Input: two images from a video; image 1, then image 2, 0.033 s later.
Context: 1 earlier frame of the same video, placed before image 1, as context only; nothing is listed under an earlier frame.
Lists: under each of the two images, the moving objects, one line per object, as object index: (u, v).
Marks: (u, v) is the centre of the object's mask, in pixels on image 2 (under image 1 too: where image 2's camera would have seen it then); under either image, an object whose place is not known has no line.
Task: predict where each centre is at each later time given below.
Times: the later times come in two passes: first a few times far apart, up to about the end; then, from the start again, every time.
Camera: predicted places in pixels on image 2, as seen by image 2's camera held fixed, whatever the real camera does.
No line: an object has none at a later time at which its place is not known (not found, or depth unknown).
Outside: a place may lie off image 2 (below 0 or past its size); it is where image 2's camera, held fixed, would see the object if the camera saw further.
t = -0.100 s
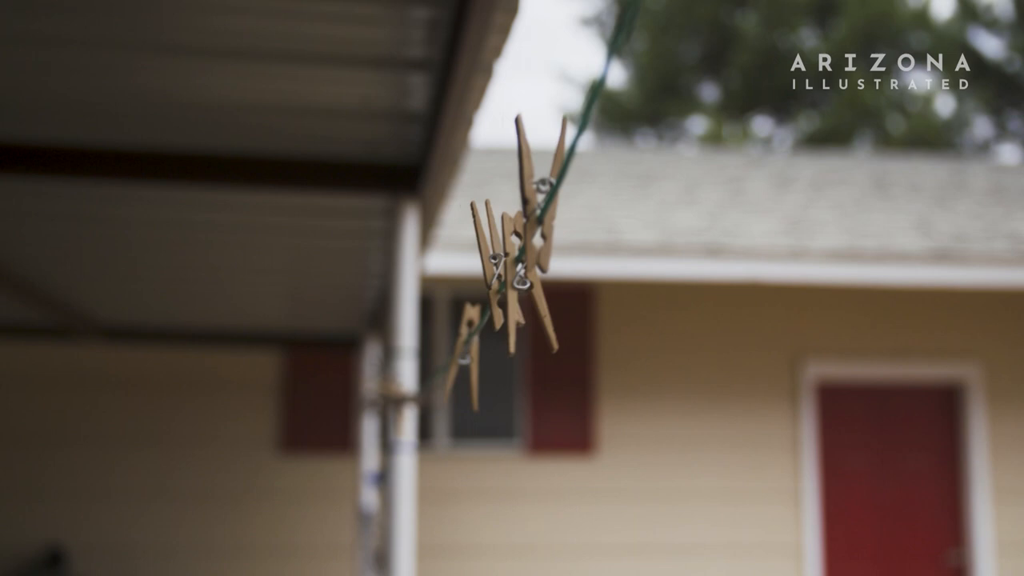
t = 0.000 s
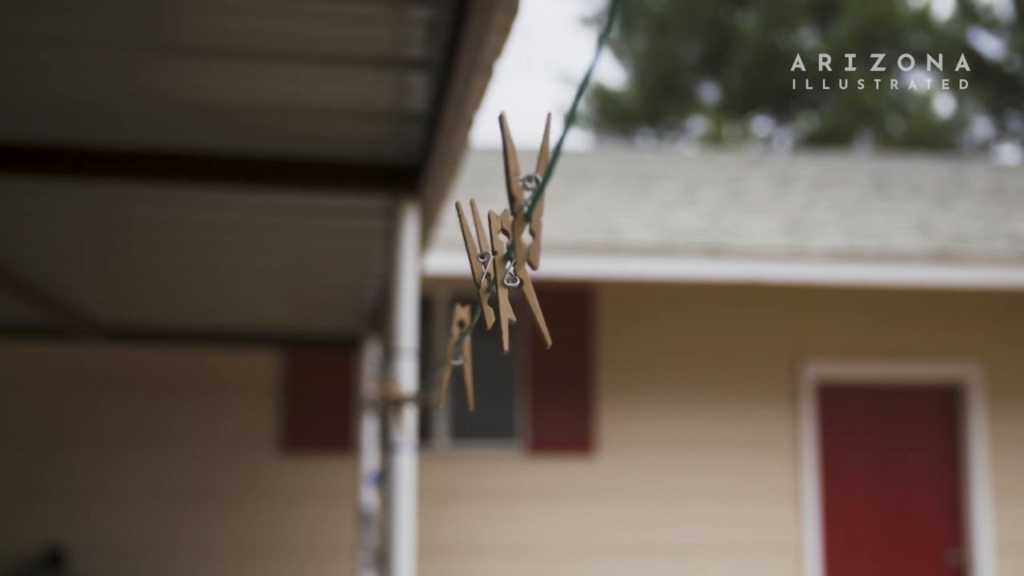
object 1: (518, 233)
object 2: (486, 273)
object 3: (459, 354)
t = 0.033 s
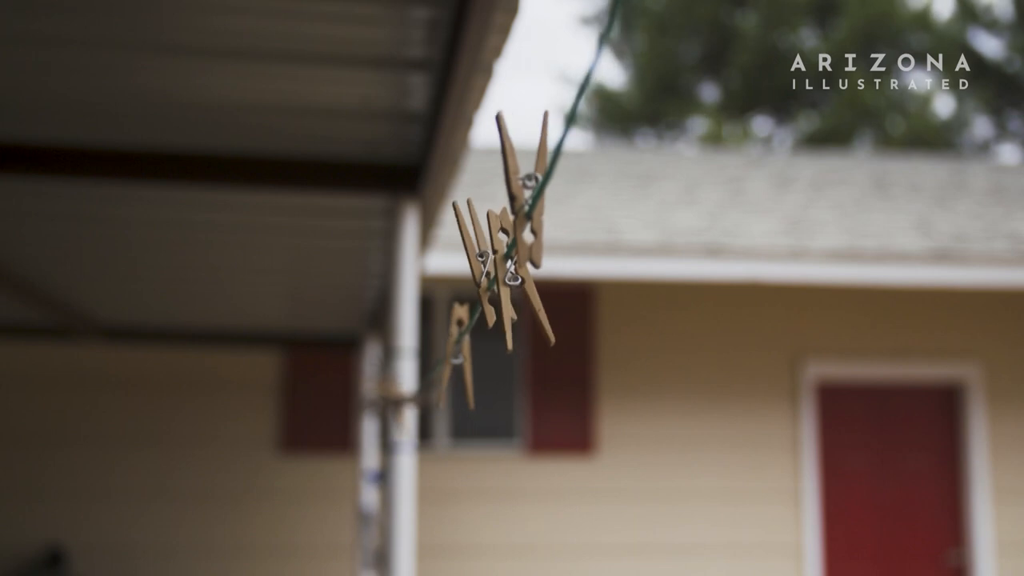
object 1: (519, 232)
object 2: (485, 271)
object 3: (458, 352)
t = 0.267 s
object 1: (535, 233)
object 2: (502, 272)
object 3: (472, 351)
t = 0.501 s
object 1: (527, 226)
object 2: (494, 268)
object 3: (465, 349)
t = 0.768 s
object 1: (528, 233)
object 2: (495, 274)
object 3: (468, 354)
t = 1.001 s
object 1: (530, 231)
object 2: (498, 268)
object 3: (468, 350)
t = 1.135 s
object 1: (517, 232)
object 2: (482, 274)
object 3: (461, 354)
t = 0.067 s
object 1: (520, 231)
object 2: (486, 270)
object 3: (460, 350)
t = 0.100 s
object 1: (522, 230)
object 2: (490, 271)
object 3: (463, 349)
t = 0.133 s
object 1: (526, 229)
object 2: (495, 269)
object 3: (466, 349)
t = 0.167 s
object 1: (531, 228)
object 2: (498, 269)
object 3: (467, 350)
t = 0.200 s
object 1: (534, 228)
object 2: (502, 269)
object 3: (469, 350)
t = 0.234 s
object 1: (535, 230)
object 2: (502, 269)
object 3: (471, 350)
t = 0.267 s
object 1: (535, 233)
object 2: (502, 272)
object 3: (472, 351)
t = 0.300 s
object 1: (534, 234)
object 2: (501, 273)
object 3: (471, 351)
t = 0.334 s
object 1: (533, 233)
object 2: (500, 273)
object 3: (471, 353)
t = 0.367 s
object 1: (531, 233)
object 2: (499, 274)
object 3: (471, 354)
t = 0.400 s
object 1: (531, 231)
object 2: (497, 272)
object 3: (471, 353)
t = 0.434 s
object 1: (530, 229)
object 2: (495, 270)
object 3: (470, 351)
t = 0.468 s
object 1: (528, 228)
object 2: (495, 269)
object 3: (467, 350)
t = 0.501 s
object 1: (527, 226)
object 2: (494, 268)
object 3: (465, 349)
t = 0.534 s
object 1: (526, 226)
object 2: (492, 268)
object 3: (463, 348)
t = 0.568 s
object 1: (524, 228)
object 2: (491, 269)
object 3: (461, 350)
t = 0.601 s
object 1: (522, 230)
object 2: (489, 271)
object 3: (460, 351)
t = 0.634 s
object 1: (520, 232)
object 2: (488, 273)
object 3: (460, 352)
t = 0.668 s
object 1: (520, 234)
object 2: (488, 275)
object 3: (461, 354)
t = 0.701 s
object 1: (522, 235)
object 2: (488, 275)
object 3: (462, 354)
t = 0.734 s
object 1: (525, 235)
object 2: (491, 275)
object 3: (464, 355)
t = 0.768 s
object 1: (528, 233)
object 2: (495, 274)
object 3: (468, 354)
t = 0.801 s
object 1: (530, 232)
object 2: (498, 273)
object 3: (472, 353)
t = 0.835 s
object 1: (534, 230)
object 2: (501, 271)
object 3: (473, 351)
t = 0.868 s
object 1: (537, 228)
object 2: (504, 268)
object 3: (474, 348)
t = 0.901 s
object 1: (538, 226)
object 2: (505, 267)
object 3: (474, 348)
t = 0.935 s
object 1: (537, 227)
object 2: (504, 268)
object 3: (473, 349)
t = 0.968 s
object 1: (534, 228)
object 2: (502, 268)
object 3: (471, 349)
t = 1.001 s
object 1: (530, 231)
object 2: (498, 268)
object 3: (468, 350)
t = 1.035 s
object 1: (526, 233)
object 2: (493, 272)
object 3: (465, 350)
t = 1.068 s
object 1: (521, 234)
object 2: (487, 272)
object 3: (462, 352)
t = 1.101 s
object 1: (517, 233)
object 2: (484, 273)
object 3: (461, 354)
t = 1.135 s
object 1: (517, 232)
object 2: (482, 274)
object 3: (461, 354)
